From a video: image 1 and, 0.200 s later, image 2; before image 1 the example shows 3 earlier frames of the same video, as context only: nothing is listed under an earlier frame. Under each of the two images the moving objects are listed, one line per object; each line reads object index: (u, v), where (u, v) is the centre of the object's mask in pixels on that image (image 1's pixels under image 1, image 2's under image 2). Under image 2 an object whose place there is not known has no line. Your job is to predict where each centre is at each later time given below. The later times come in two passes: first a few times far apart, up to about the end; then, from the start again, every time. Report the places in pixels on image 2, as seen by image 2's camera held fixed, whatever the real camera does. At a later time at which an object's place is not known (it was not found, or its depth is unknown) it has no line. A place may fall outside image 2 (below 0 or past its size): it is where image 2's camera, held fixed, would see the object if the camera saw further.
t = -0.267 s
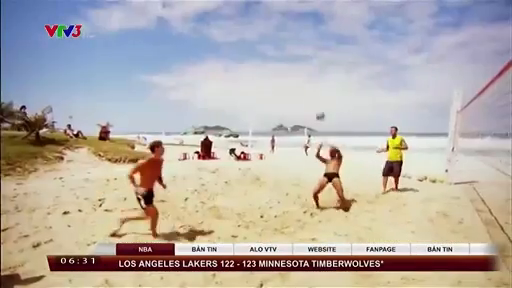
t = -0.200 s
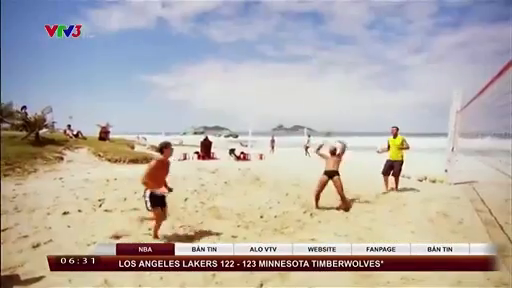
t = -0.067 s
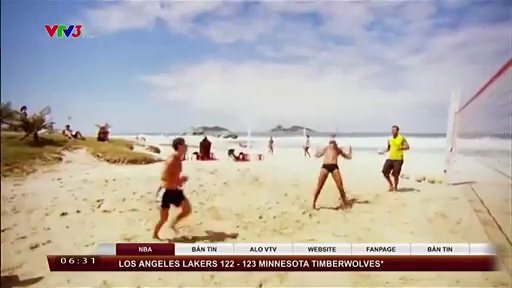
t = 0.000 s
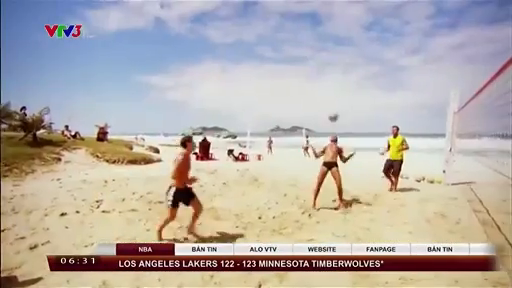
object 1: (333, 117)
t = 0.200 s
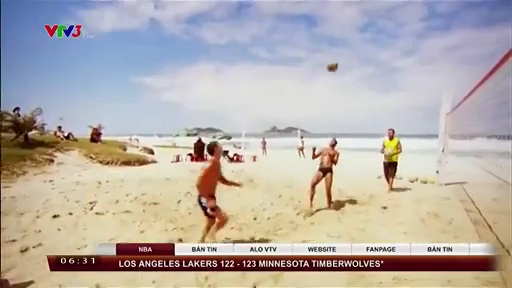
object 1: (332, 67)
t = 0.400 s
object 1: (338, 21)
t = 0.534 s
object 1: (340, 6)
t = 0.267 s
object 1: (333, 53)
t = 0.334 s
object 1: (335, 37)
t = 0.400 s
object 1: (338, 21)
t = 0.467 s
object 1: (339, 13)
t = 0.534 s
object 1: (340, 6)
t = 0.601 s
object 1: (341, 3)
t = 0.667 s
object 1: (342, 3)
